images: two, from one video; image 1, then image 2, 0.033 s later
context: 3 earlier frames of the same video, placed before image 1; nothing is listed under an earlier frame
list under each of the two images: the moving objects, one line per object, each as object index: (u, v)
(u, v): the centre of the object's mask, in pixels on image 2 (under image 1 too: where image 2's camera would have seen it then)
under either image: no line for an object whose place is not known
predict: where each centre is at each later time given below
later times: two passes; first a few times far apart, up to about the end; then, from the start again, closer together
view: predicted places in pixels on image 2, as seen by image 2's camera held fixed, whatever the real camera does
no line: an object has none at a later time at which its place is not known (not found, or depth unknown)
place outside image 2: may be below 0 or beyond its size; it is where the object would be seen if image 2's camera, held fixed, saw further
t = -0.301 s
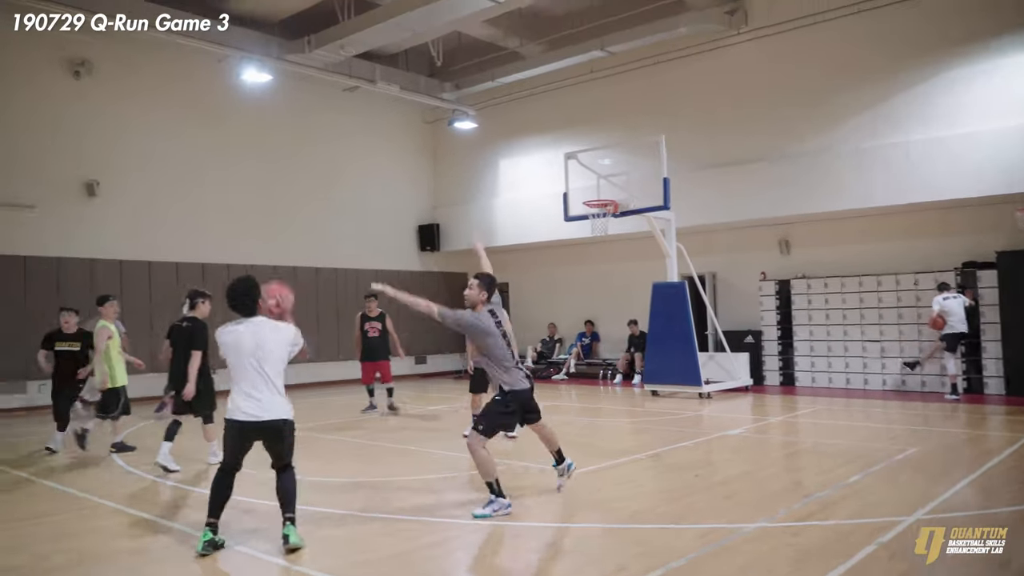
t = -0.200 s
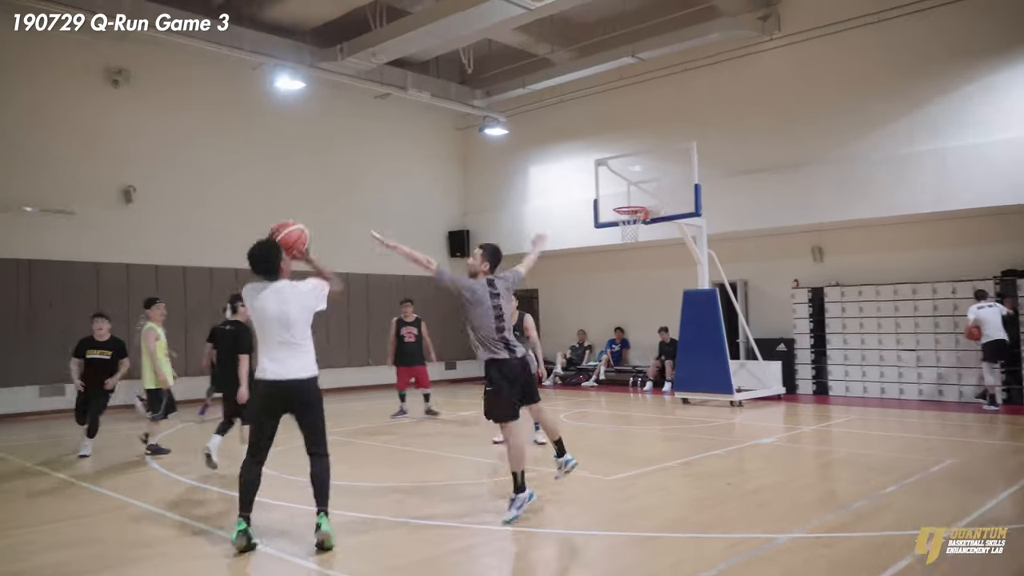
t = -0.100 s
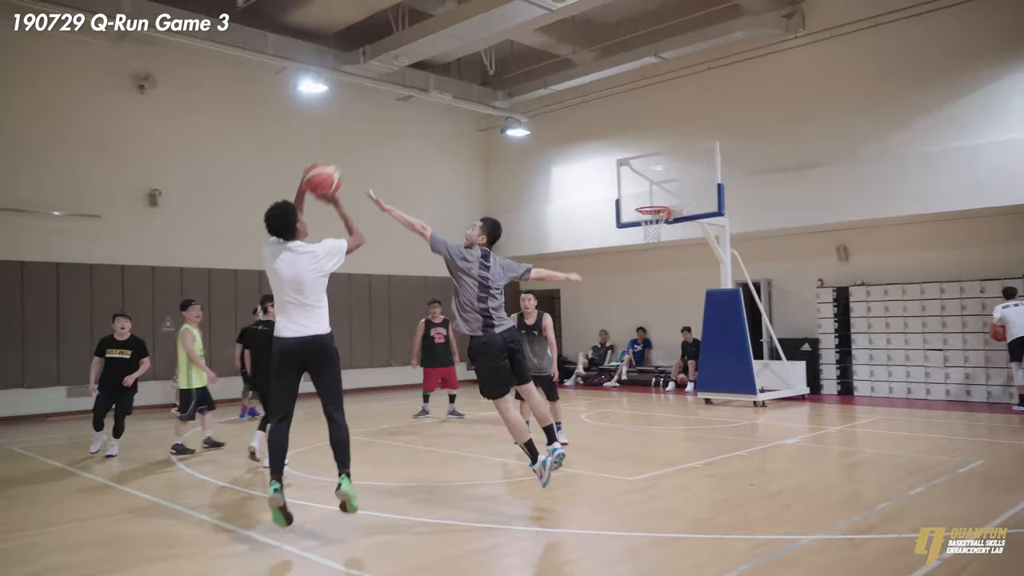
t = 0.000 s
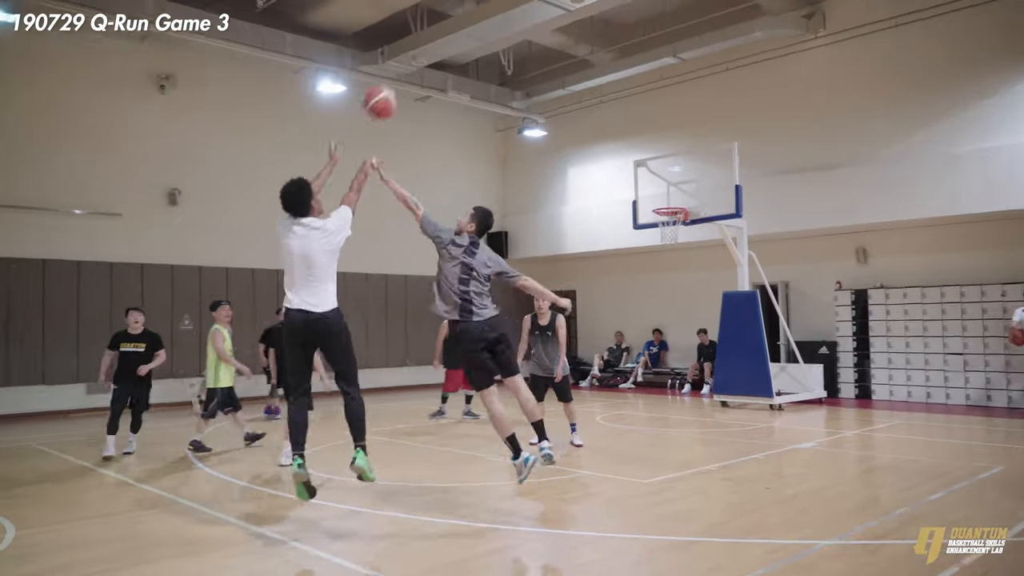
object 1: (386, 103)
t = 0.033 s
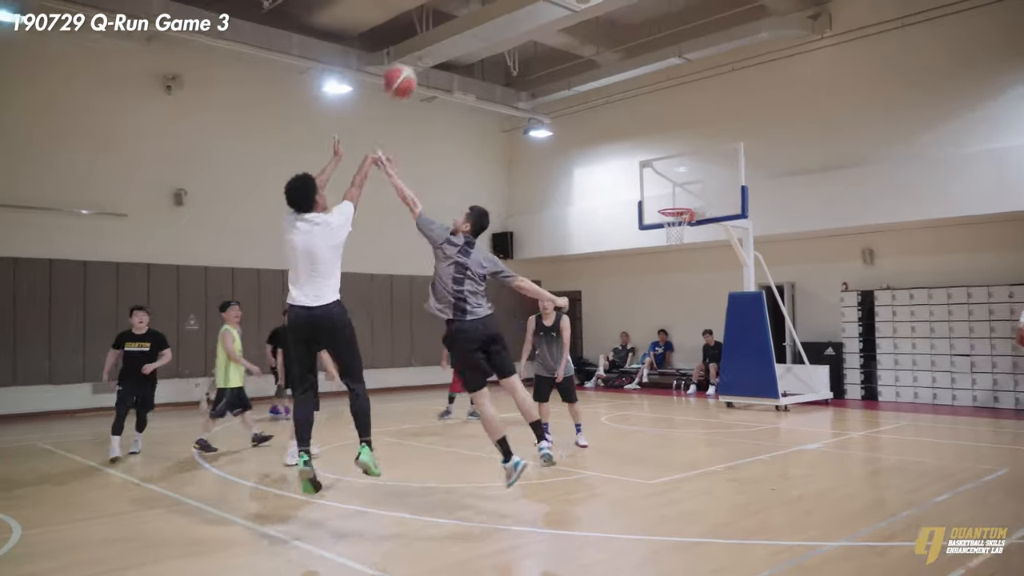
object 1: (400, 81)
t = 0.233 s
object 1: (474, 0)
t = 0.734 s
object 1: (588, 1)
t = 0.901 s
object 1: (612, 49)
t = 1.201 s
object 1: (651, 158)
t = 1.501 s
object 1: (664, 163)
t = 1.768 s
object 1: (648, 140)
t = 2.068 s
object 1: (631, 167)
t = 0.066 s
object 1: (414, 60)
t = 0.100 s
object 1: (427, 45)
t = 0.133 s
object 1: (440, 28)
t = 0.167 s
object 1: (450, 17)
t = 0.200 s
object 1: (462, 6)
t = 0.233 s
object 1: (474, 0)
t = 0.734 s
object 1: (588, 1)
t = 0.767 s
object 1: (594, 9)
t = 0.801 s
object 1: (598, 17)
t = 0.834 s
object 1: (603, 29)
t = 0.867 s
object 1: (608, 39)
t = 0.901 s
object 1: (612, 49)
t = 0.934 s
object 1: (616, 58)
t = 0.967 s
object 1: (621, 68)
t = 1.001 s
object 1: (626, 80)
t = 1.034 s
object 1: (630, 93)
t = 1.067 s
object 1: (635, 105)
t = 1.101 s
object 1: (639, 117)
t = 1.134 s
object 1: (643, 131)
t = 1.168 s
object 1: (646, 145)
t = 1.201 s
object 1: (651, 158)
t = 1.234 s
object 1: (654, 172)
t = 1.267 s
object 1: (658, 187)
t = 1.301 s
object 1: (661, 202)
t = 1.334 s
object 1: (664, 200)
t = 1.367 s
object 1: (665, 191)
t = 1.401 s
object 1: (666, 183)
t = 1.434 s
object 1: (667, 176)
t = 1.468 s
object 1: (666, 169)
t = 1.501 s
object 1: (664, 163)
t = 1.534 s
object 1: (662, 158)
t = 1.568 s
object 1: (660, 153)
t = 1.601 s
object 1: (658, 149)
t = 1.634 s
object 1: (656, 146)
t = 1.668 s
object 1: (654, 144)
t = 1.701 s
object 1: (652, 142)
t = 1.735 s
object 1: (650, 140)
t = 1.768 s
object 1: (648, 140)
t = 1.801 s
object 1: (646, 140)
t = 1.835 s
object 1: (644, 141)
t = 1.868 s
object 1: (643, 142)
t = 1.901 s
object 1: (641, 145)
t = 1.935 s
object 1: (639, 148)
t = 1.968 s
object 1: (637, 151)
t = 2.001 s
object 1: (635, 156)
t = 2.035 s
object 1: (633, 161)
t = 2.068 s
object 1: (631, 167)
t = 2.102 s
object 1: (630, 174)
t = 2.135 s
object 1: (628, 182)
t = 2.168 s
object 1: (626, 191)
